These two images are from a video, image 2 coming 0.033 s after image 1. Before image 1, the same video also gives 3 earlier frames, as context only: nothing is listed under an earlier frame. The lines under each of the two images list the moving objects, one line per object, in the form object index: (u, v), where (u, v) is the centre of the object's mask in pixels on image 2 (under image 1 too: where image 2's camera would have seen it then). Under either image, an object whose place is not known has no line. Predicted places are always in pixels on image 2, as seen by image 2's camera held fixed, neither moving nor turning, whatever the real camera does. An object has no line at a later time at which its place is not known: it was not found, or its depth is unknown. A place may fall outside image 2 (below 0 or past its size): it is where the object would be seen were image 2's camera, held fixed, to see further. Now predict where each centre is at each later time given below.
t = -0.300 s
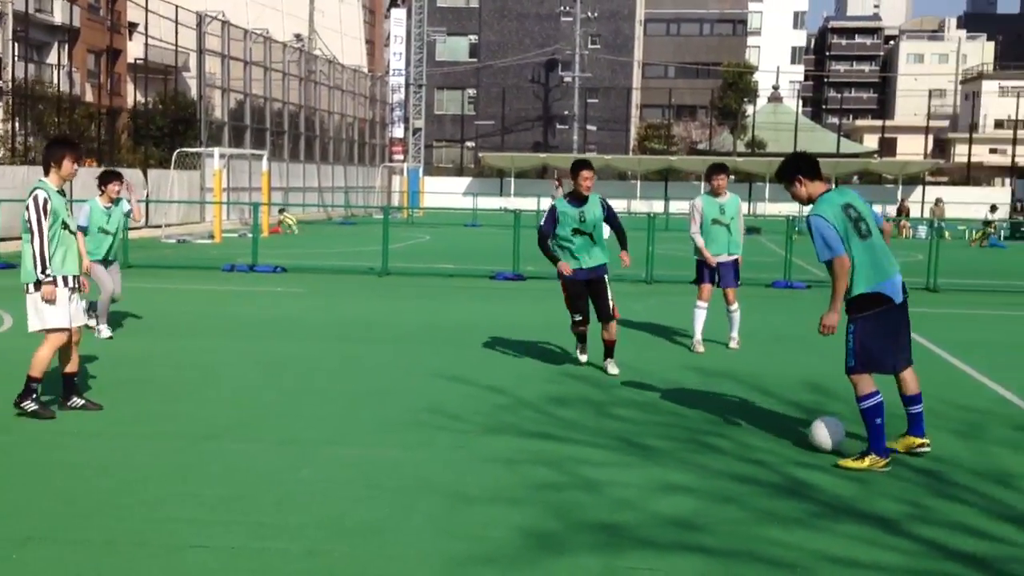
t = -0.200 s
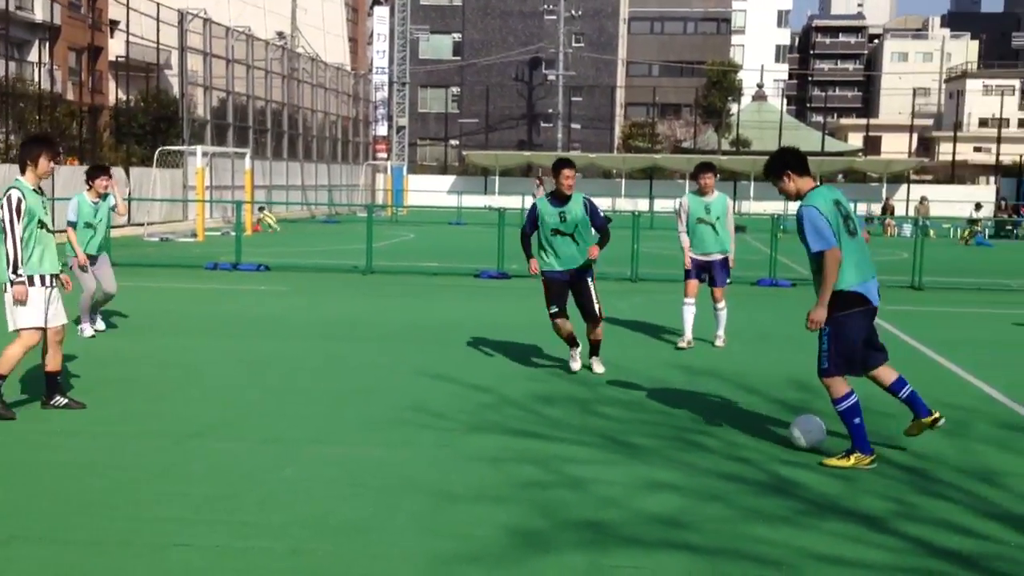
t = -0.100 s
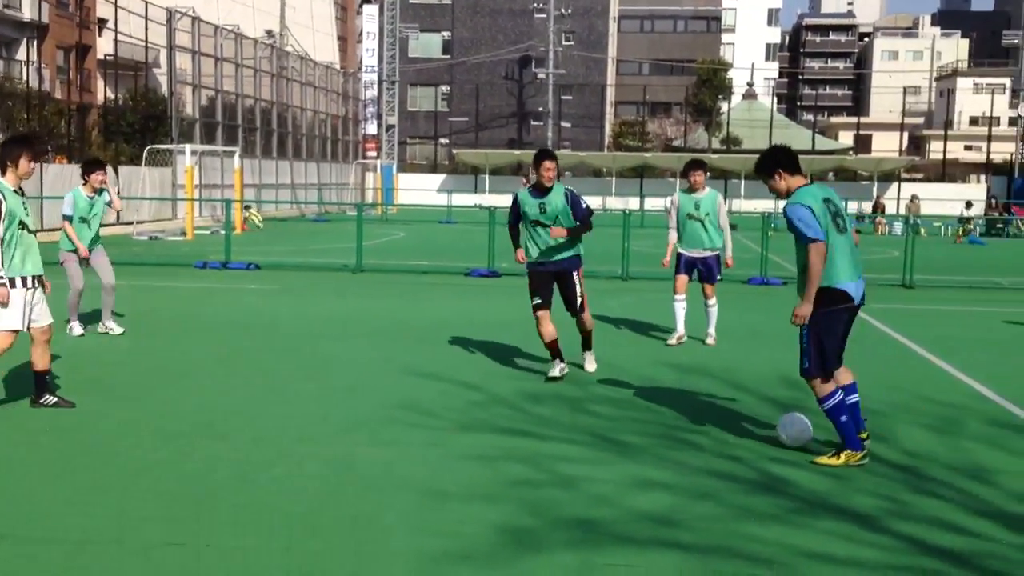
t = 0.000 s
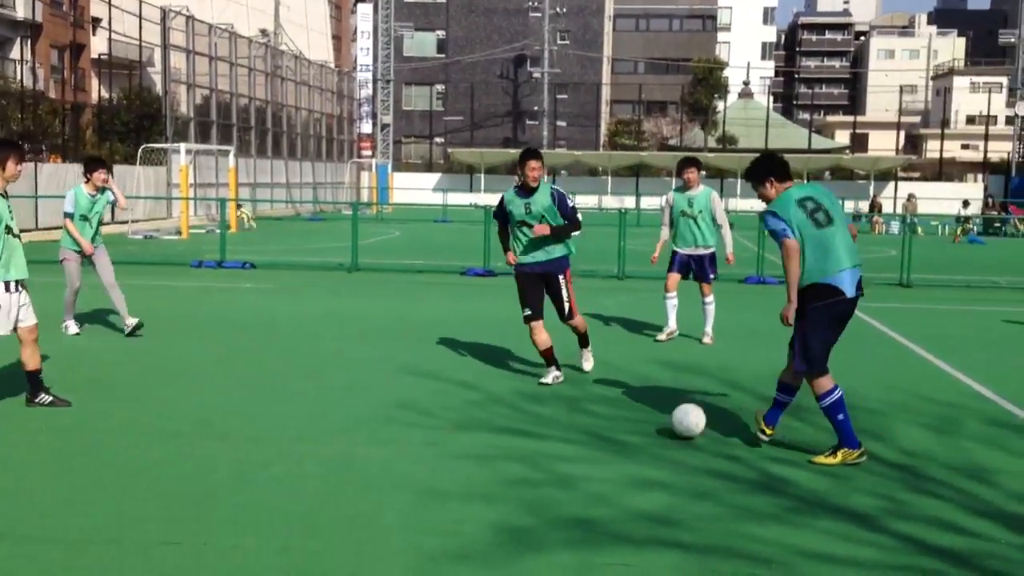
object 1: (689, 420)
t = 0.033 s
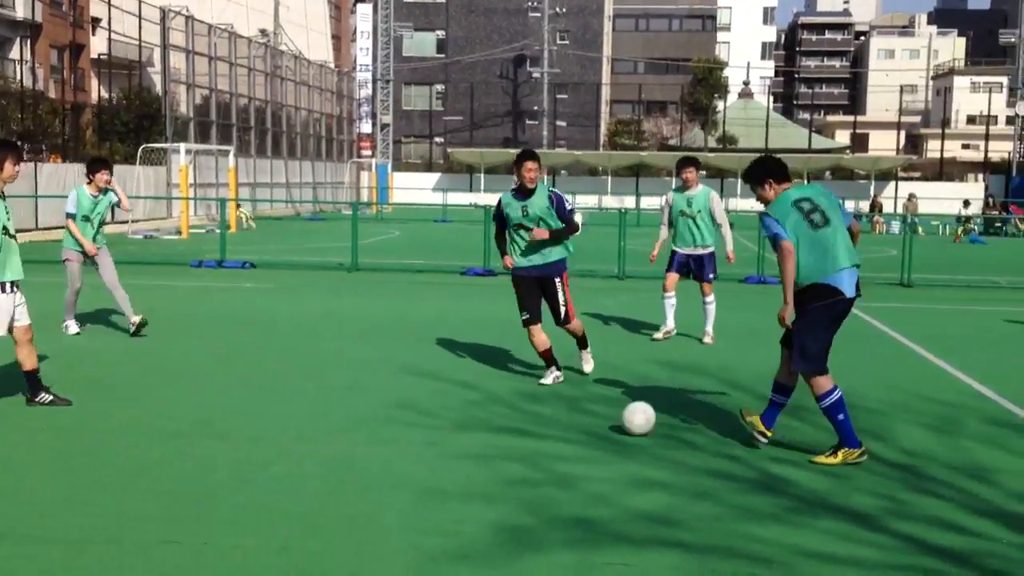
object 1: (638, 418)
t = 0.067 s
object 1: (592, 414)
